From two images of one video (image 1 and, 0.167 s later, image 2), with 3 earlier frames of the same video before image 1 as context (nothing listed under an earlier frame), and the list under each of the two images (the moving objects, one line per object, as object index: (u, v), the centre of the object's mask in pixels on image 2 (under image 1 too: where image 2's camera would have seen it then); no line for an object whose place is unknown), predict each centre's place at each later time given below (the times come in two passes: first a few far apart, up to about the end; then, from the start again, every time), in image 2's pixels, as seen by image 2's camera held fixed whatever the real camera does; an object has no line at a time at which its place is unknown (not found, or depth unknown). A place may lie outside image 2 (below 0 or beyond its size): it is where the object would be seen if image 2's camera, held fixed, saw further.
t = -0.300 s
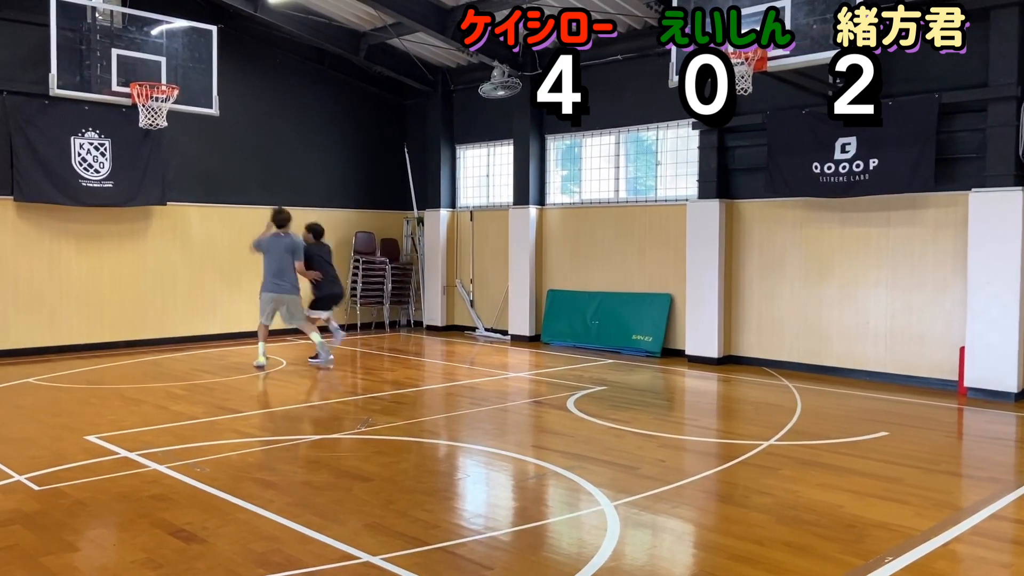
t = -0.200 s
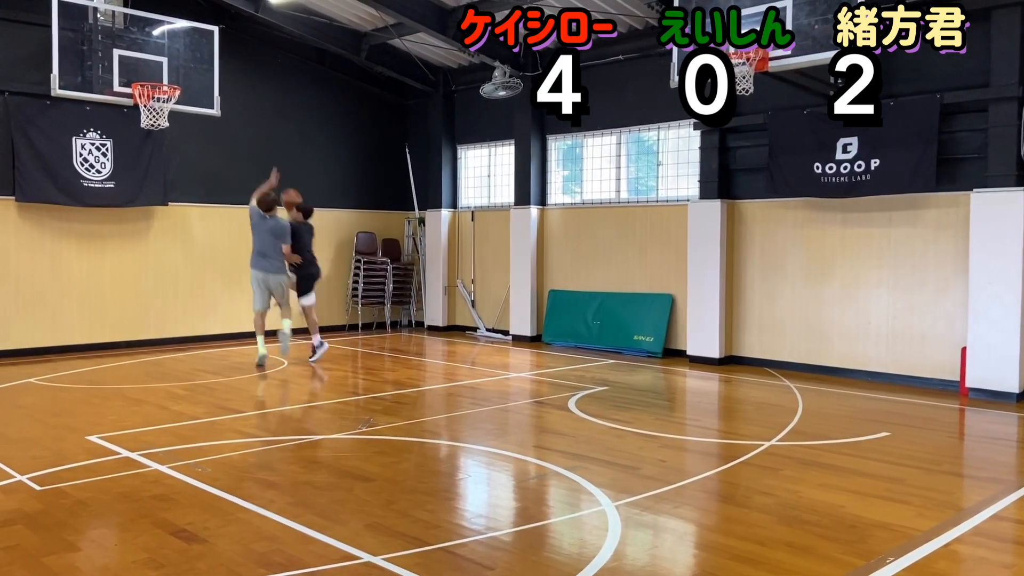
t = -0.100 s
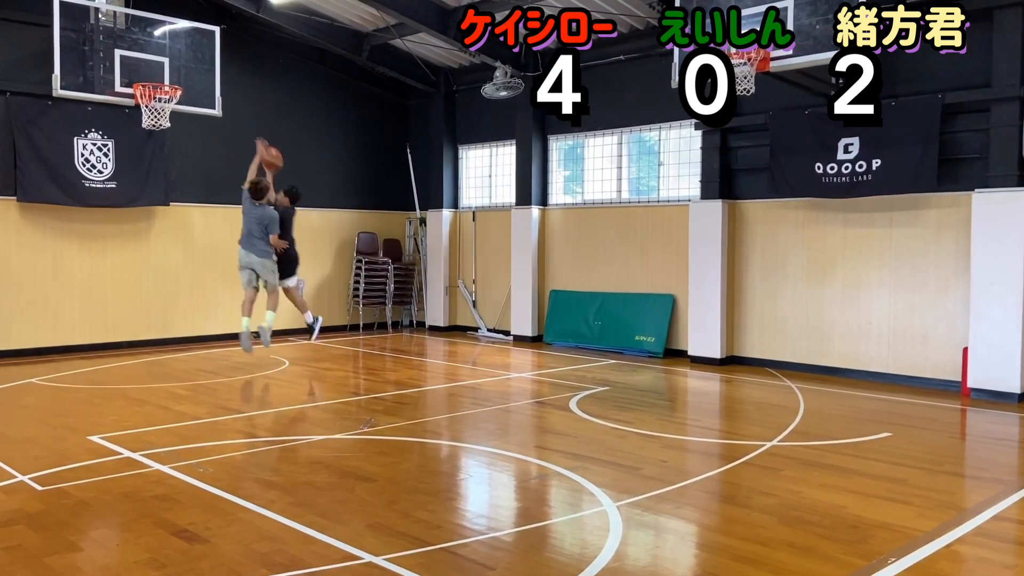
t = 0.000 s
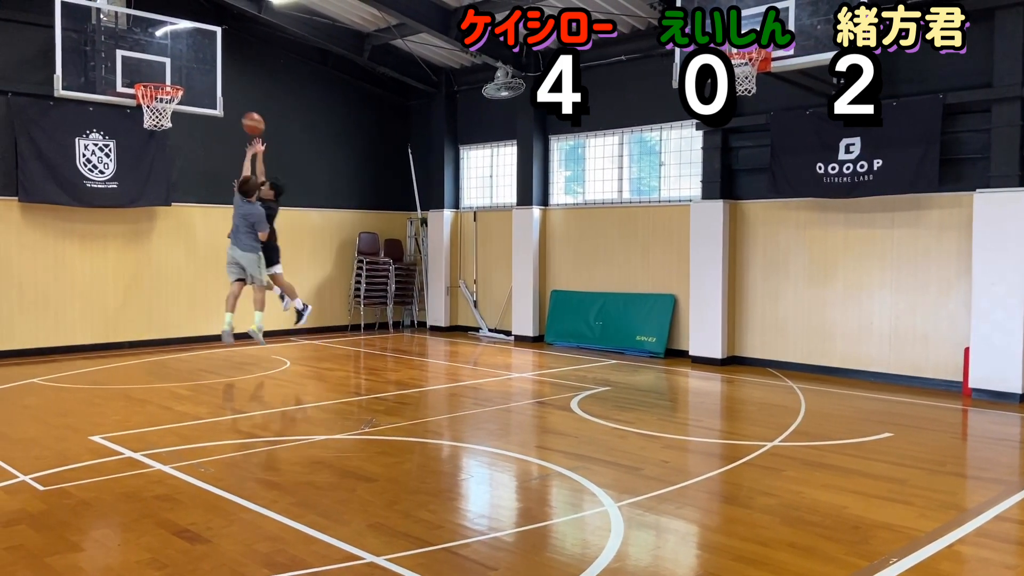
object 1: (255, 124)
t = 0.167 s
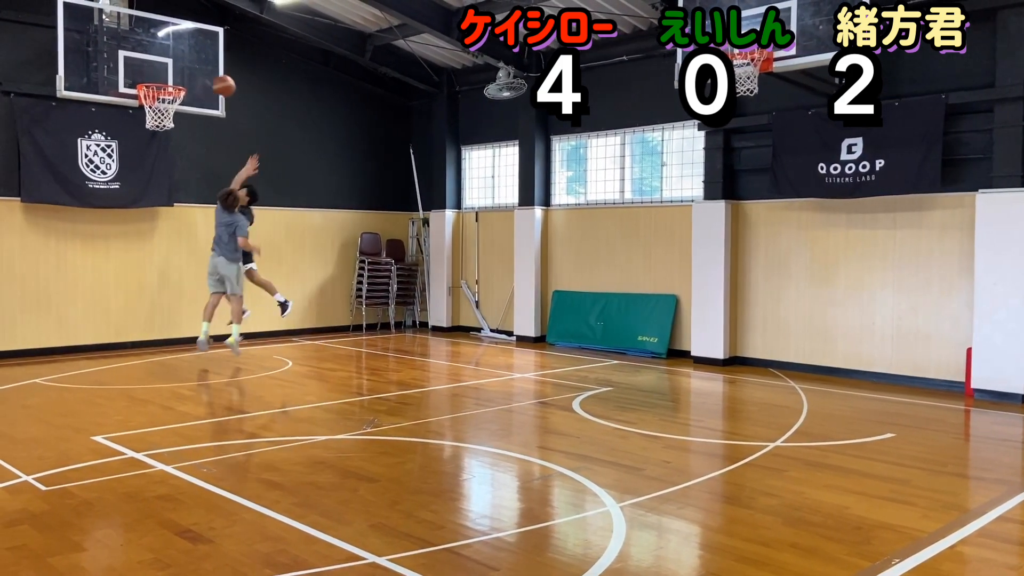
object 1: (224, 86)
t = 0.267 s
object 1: (205, 73)
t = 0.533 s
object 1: (191, 83)
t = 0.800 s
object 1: (229, 108)
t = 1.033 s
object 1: (264, 175)
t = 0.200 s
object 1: (218, 80)
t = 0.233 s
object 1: (211, 76)
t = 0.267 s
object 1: (205, 73)
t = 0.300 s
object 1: (201, 71)
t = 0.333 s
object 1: (200, 70)
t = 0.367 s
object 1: (198, 70)
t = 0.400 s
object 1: (197, 71)
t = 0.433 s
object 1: (195, 73)
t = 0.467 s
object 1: (194, 76)
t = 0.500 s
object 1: (192, 79)
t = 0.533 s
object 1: (191, 83)
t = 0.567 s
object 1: (193, 86)
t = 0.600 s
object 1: (198, 86)
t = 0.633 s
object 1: (203, 87)
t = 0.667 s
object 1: (207, 89)
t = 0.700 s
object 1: (213, 93)
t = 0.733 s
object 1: (218, 97)
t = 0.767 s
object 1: (224, 102)
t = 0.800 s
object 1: (229, 108)
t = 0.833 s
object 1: (234, 115)
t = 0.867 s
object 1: (238, 122)
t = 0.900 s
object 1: (243, 131)
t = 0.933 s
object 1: (248, 140)
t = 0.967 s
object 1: (253, 151)
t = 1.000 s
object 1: (259, 163)
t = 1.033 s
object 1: (264, 175)
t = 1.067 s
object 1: (268, 188)
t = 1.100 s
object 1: (273, 200)
